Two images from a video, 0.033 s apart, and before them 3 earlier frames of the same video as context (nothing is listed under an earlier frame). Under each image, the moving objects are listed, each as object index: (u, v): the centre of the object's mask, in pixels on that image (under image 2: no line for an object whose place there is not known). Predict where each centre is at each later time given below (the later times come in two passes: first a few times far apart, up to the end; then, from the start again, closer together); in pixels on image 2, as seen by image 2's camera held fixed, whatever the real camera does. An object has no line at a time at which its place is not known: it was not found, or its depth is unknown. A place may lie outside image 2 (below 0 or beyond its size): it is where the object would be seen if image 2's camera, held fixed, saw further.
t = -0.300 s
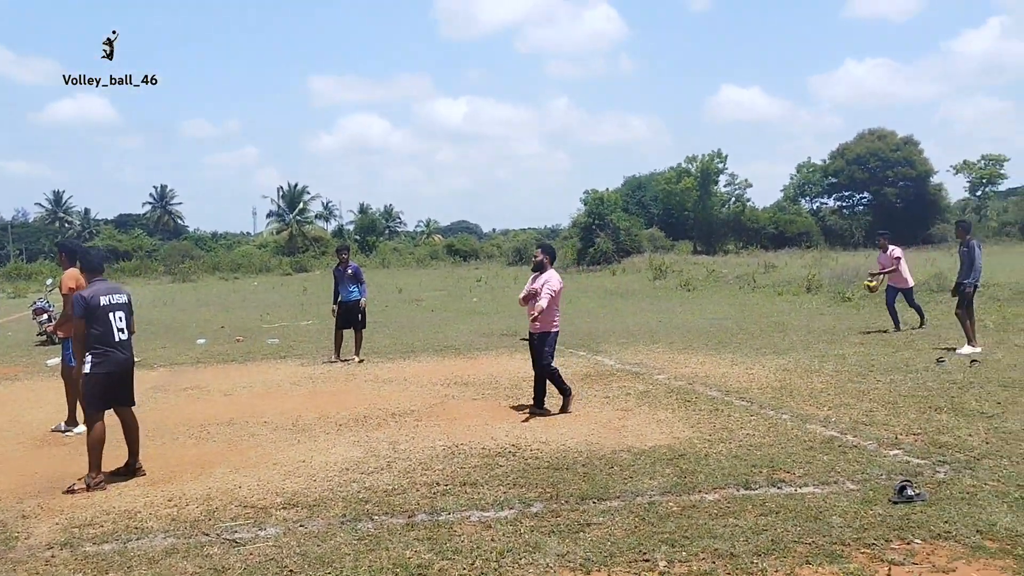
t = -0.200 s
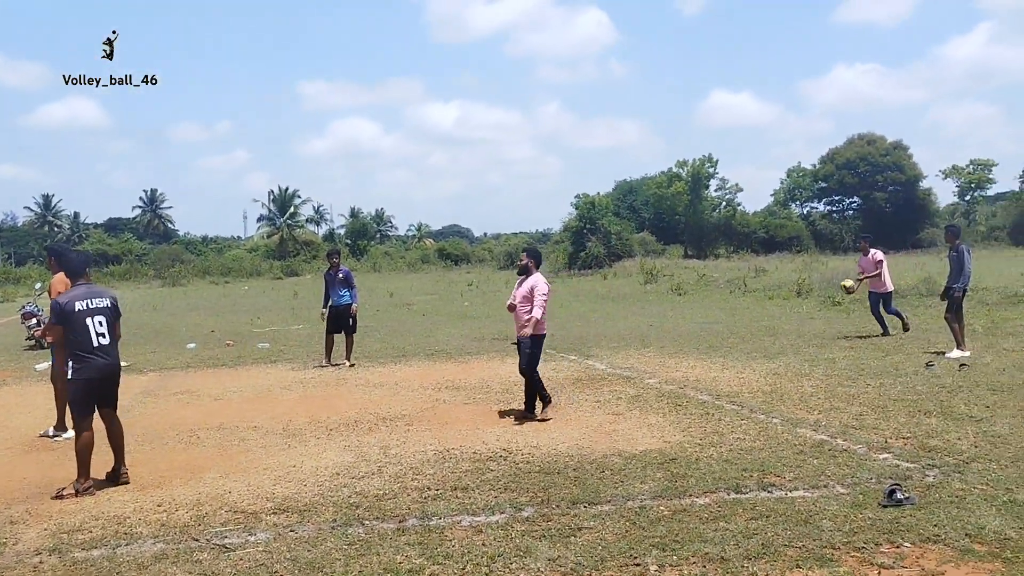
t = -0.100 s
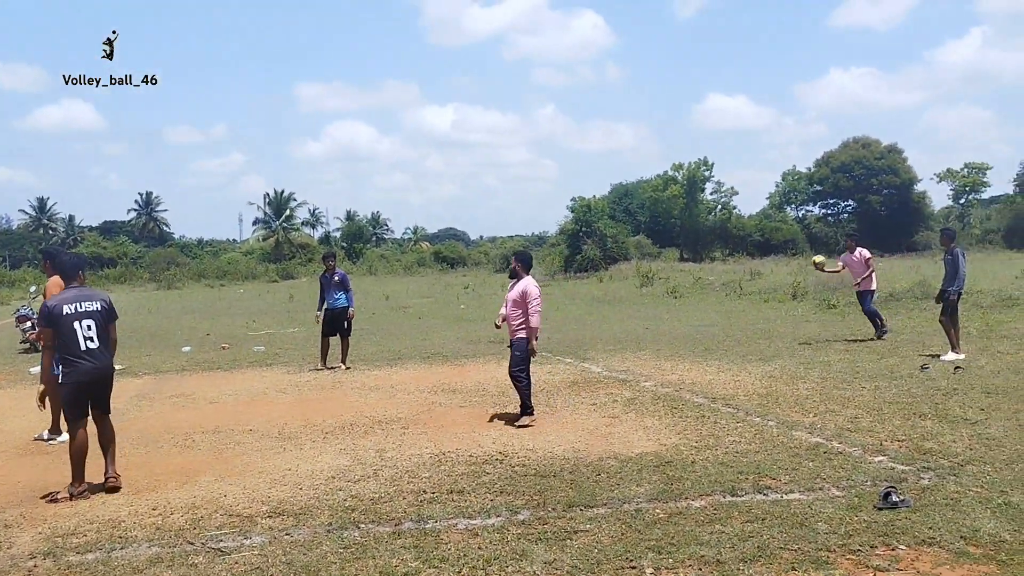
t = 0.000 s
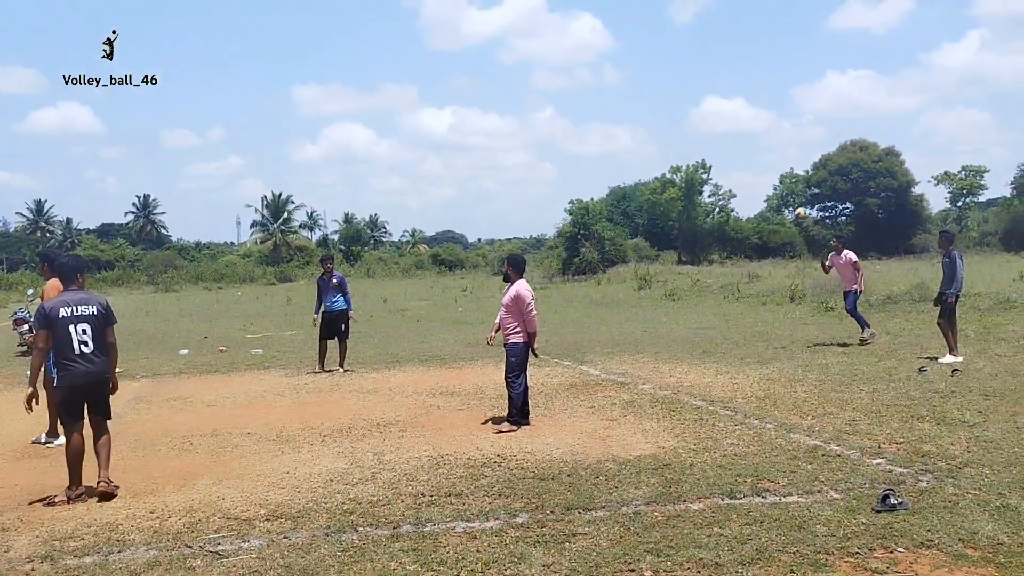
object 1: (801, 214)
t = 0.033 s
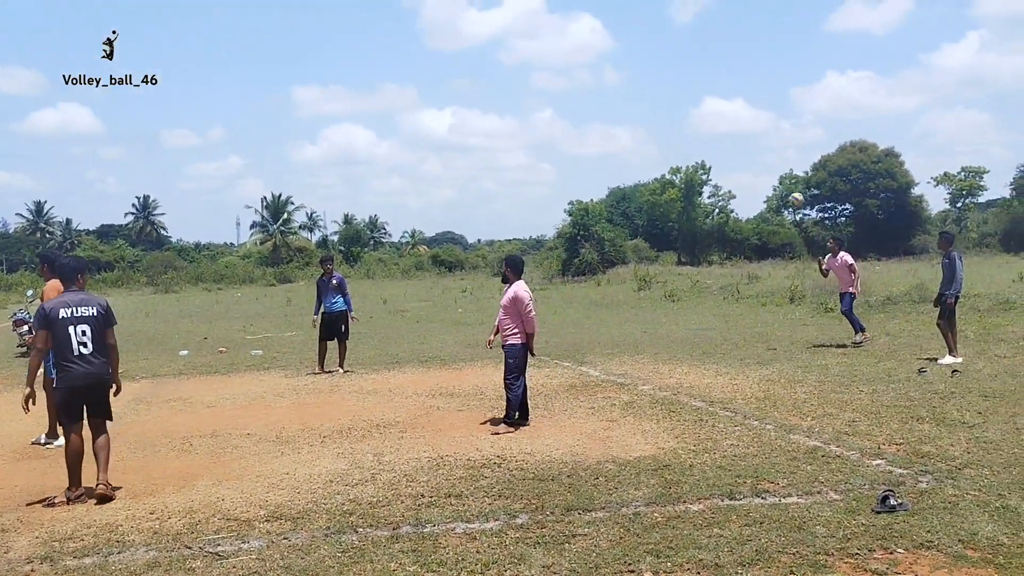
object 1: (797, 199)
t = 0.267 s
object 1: (765, 110)
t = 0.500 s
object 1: (736, 56)
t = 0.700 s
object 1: (712, 39)
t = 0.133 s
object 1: (783, 157)
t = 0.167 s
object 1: (779, 145)
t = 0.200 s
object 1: (774, 132)
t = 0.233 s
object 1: (770, 121)
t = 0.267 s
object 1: (765, 110)
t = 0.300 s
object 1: (761, 100)
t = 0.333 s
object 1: (757, 91)
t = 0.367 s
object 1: (753, 83)
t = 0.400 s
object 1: (749, 75)
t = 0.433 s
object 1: (744, 67)
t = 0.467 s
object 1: (740, 61)
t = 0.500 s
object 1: (736, 56)
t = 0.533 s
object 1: (732, 51)
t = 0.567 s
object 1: (728, 47)
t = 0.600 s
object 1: (724, 44)
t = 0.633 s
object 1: (720, 41)
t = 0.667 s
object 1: (716, 40)
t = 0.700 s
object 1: (712, 39)
